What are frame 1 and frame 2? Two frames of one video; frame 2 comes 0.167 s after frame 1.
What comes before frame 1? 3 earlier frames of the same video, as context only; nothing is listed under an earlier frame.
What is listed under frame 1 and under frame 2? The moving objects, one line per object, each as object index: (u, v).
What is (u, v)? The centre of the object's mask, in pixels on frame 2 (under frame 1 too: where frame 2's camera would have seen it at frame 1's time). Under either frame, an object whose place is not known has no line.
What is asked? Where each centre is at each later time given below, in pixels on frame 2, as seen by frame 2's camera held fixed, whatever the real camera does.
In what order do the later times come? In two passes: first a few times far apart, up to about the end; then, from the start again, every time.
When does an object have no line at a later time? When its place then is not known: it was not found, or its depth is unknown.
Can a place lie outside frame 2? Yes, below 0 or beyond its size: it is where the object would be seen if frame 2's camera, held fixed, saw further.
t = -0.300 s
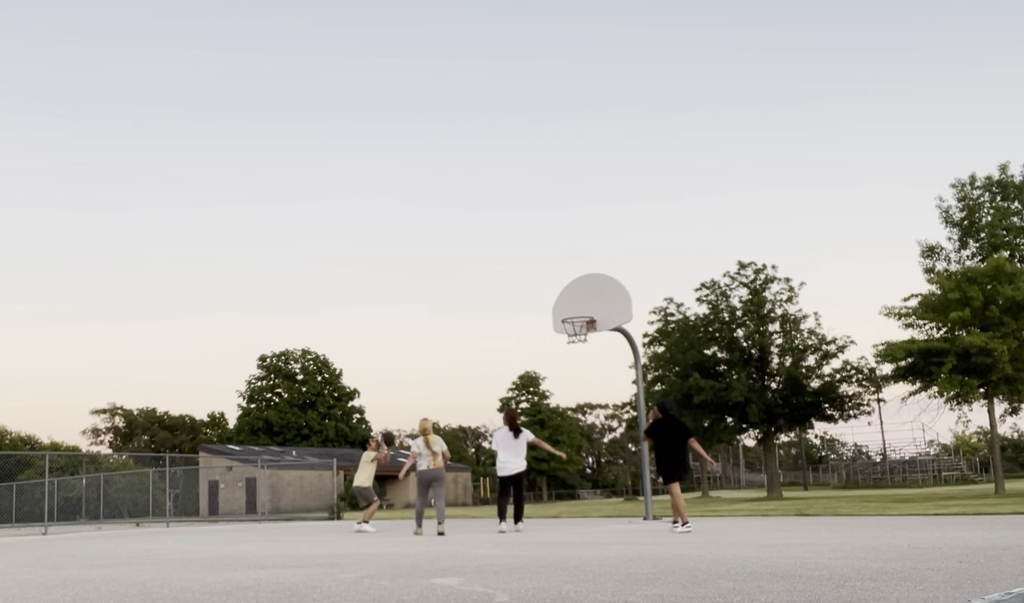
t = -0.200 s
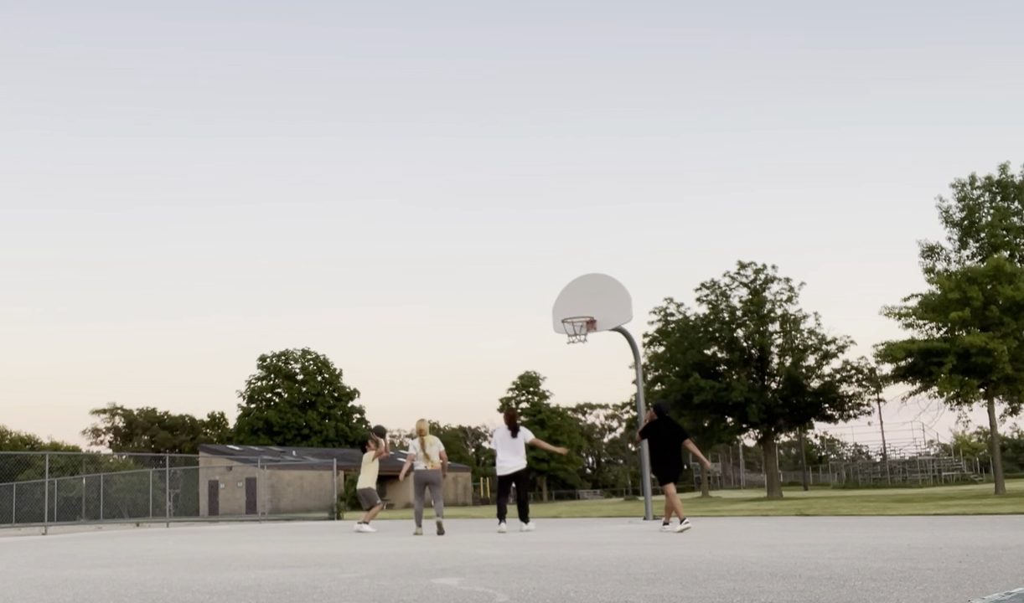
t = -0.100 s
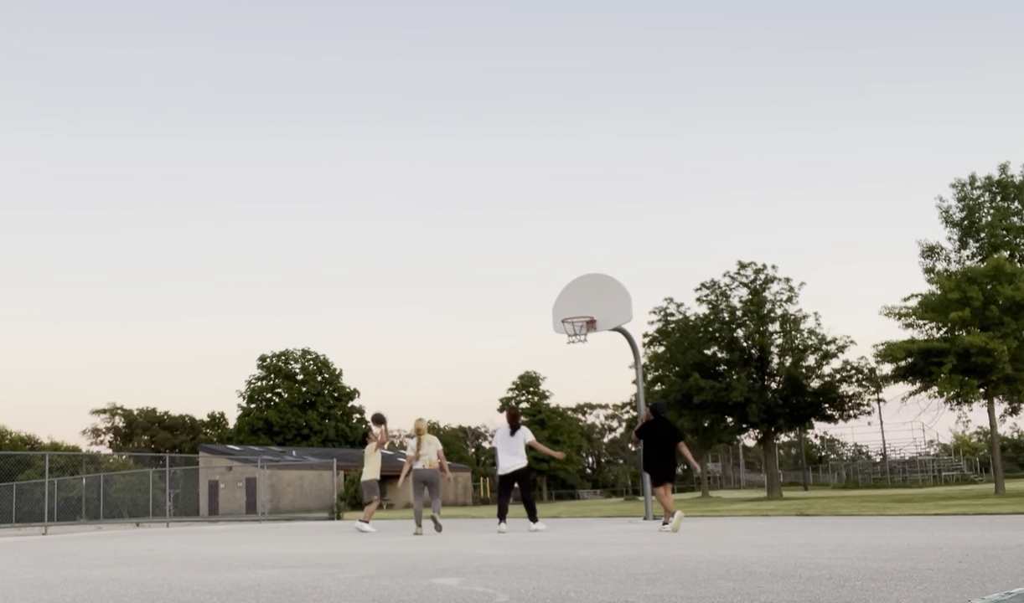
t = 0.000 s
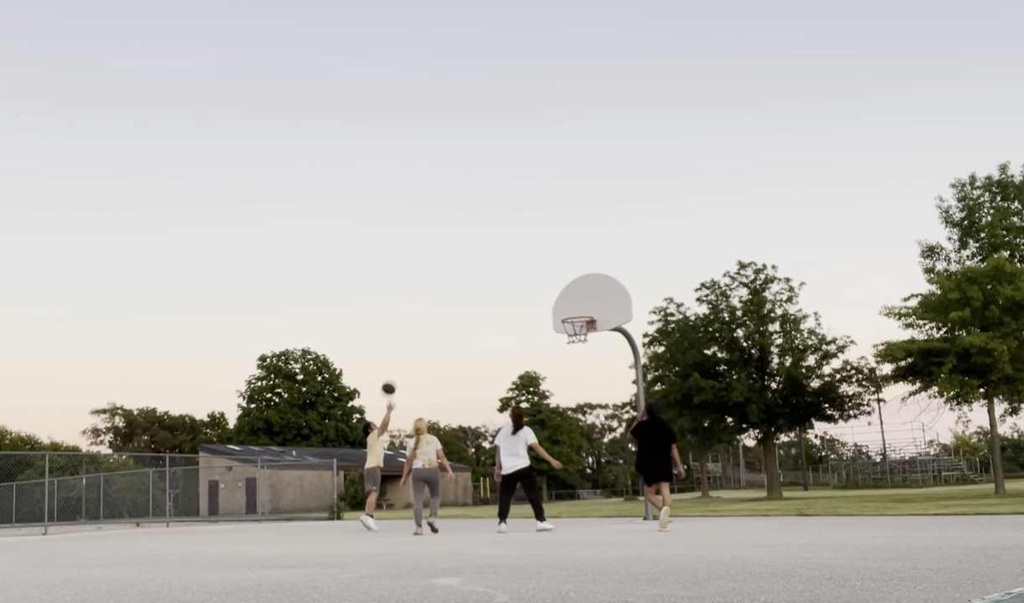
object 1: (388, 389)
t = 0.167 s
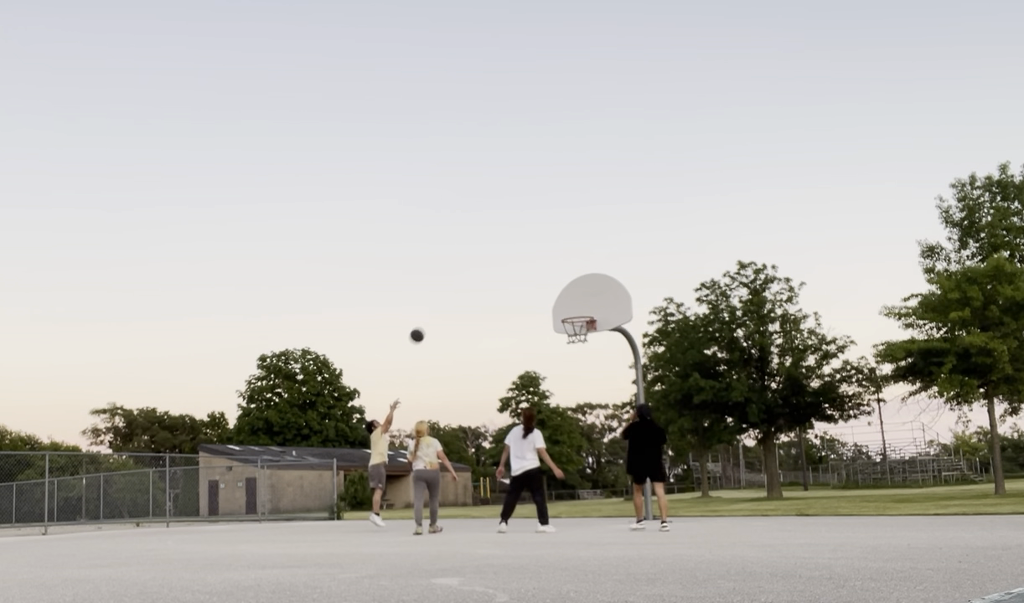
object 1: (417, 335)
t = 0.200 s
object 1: (422, 327)
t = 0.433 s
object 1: (463, 286)
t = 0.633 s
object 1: (499, 278)
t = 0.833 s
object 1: (536, 294)
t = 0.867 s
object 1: (543, 299)
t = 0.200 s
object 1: (422, 327)
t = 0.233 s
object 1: (428, 319)
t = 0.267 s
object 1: (434, 312)
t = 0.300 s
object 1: (440, 305)
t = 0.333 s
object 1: (445, 300)
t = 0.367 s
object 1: (451, 294)
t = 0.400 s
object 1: (457, 290)
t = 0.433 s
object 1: (463, 286)
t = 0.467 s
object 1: (469, 283)
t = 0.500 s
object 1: (475, 280)
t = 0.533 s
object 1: (481, 279)
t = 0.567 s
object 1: (487, 277)
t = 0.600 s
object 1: (493, 277)
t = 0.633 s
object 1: (499, 278)
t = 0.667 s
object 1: (505, 279)
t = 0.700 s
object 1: (511, 280)
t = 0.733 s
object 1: (517, 283)
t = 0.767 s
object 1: (524, 286)
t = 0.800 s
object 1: (530, 289)
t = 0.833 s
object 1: (536, 294)
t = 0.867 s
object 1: (543, 299)
